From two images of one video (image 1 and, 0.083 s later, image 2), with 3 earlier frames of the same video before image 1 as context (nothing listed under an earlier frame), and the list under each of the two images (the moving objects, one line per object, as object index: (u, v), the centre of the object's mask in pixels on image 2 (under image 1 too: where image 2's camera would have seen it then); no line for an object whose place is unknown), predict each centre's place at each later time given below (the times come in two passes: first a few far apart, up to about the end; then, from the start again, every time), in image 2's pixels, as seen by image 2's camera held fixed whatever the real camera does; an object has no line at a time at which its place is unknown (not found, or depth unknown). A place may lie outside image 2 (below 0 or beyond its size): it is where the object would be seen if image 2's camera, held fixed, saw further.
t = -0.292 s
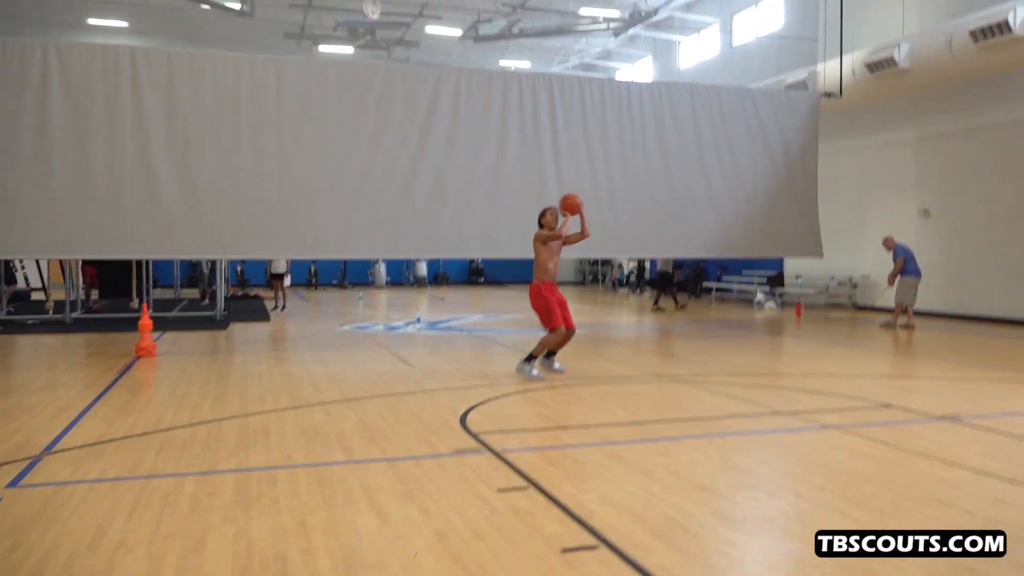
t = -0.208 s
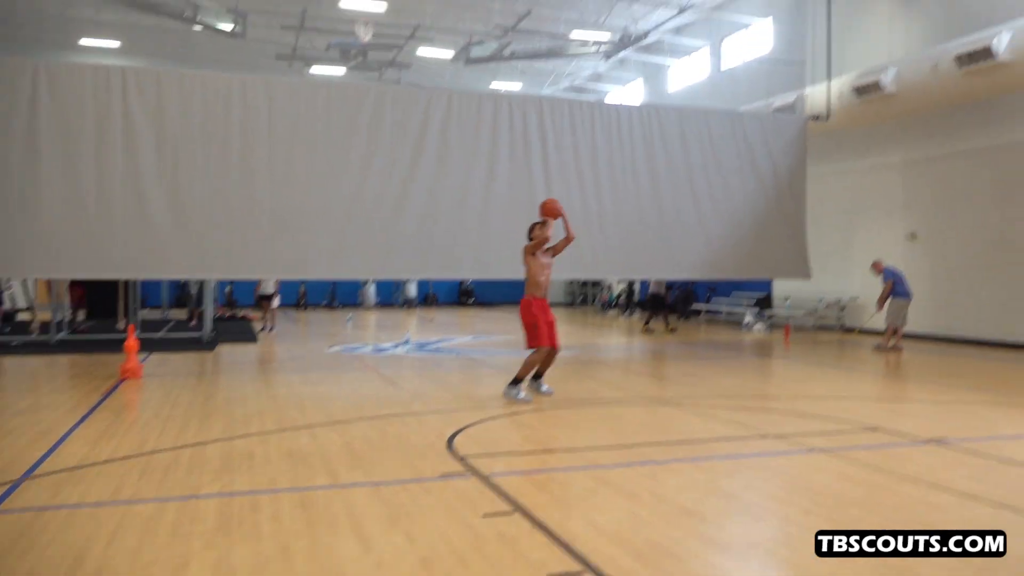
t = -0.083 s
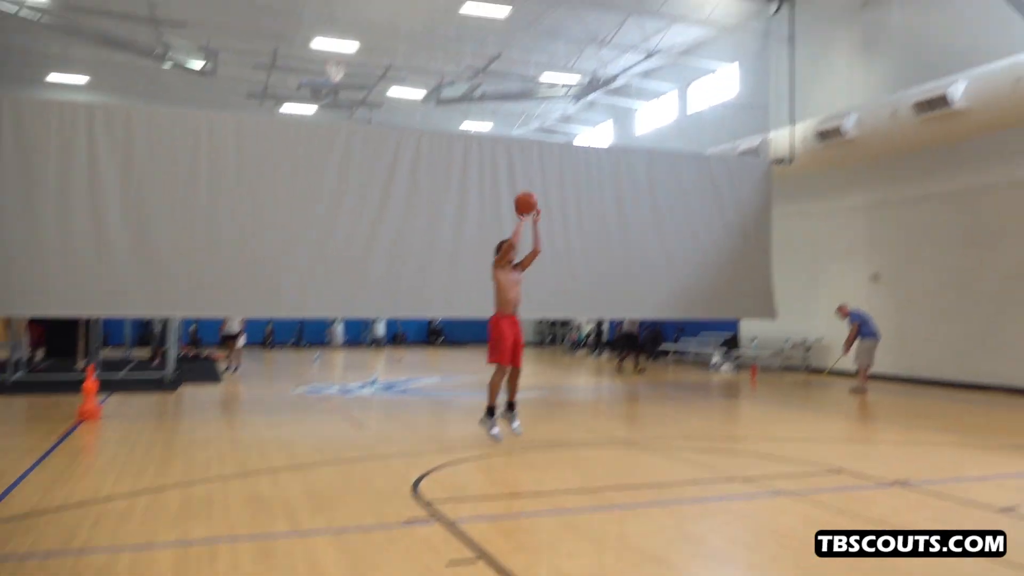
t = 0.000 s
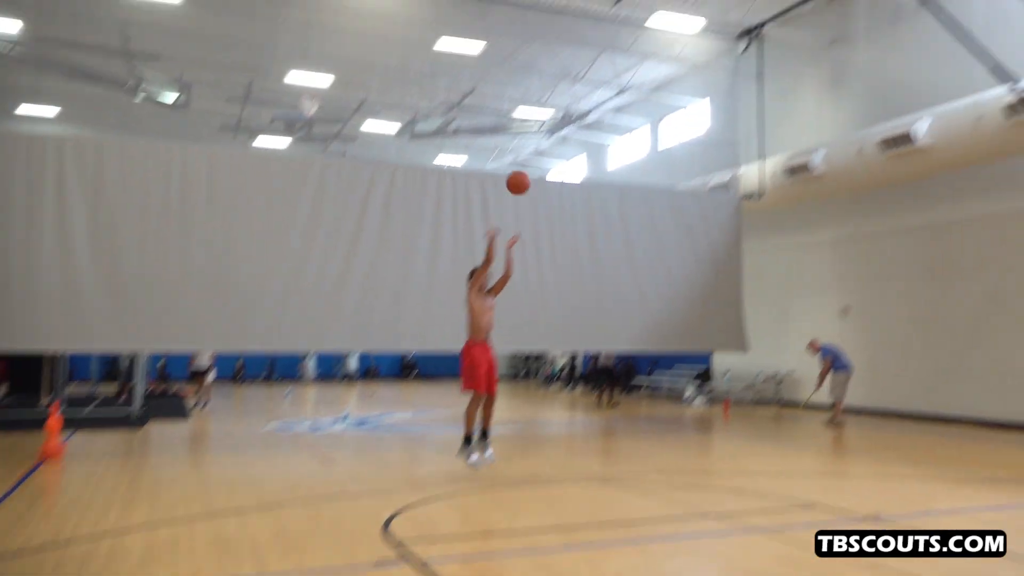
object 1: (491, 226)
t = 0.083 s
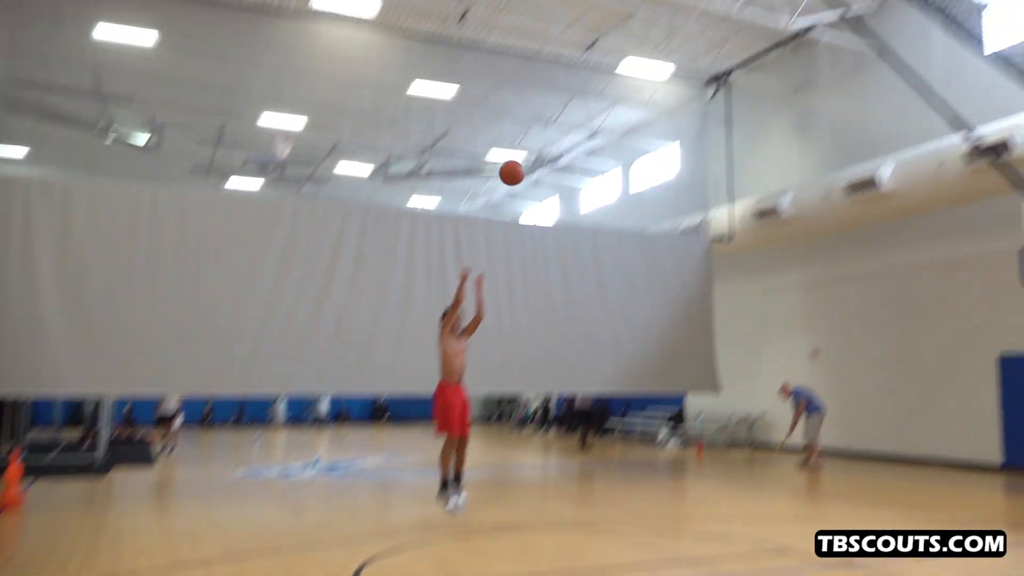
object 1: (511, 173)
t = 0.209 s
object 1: (547, 99)
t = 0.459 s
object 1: (633, -29)
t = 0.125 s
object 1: (523, 148)
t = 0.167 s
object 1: (534, 123)
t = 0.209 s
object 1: (547, 99)
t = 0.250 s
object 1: (560, 75)
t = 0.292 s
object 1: (573, 52)
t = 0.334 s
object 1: (585, 31)
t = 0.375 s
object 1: (600, 11)
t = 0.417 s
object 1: (616, -10)
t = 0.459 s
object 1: (633, -29)
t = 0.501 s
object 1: (651, -48)
